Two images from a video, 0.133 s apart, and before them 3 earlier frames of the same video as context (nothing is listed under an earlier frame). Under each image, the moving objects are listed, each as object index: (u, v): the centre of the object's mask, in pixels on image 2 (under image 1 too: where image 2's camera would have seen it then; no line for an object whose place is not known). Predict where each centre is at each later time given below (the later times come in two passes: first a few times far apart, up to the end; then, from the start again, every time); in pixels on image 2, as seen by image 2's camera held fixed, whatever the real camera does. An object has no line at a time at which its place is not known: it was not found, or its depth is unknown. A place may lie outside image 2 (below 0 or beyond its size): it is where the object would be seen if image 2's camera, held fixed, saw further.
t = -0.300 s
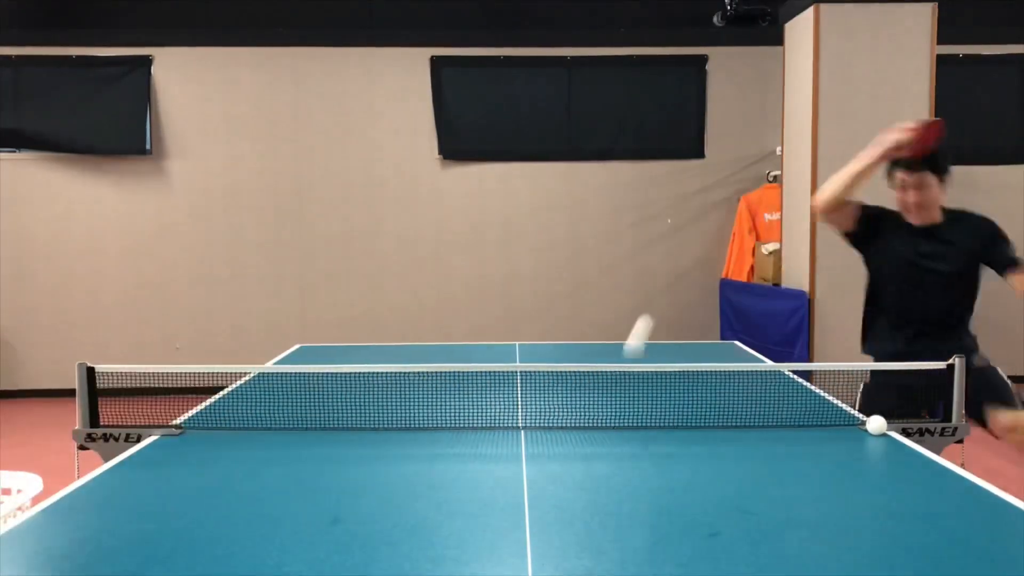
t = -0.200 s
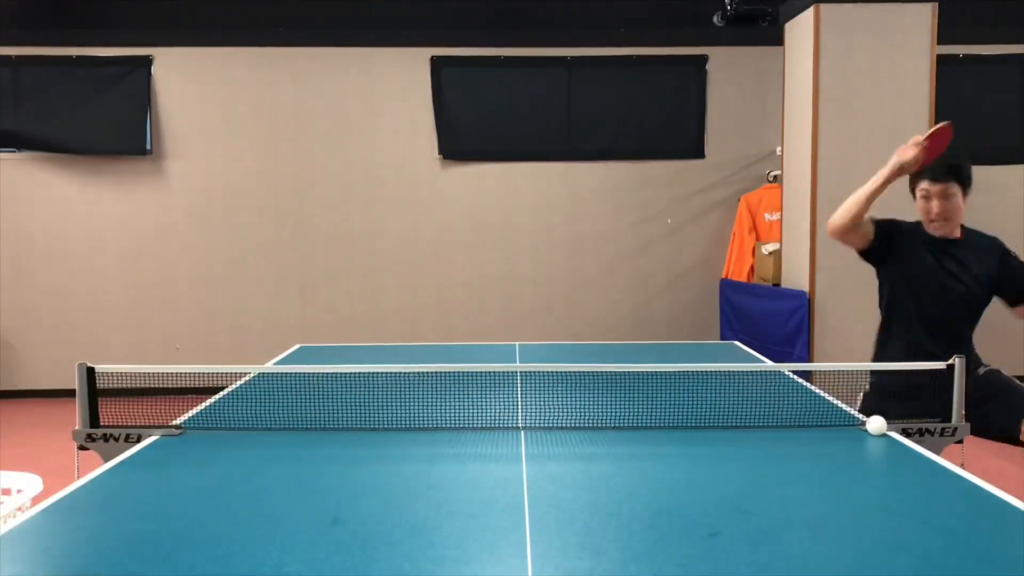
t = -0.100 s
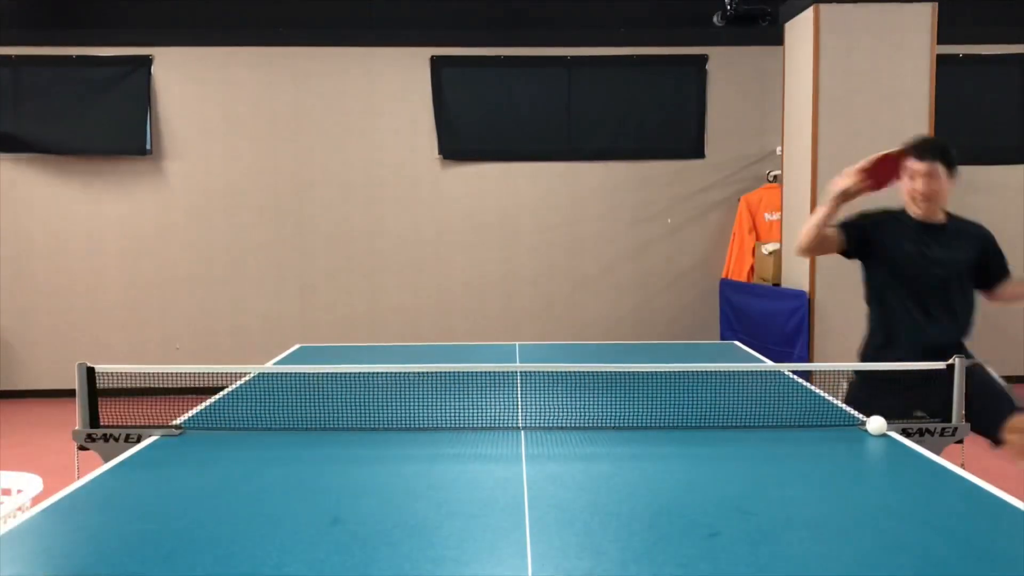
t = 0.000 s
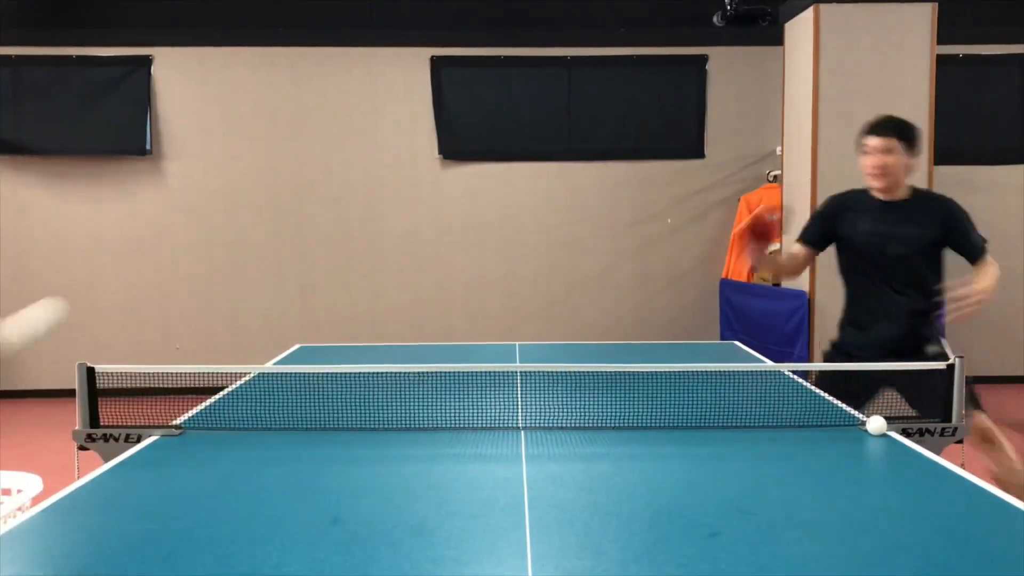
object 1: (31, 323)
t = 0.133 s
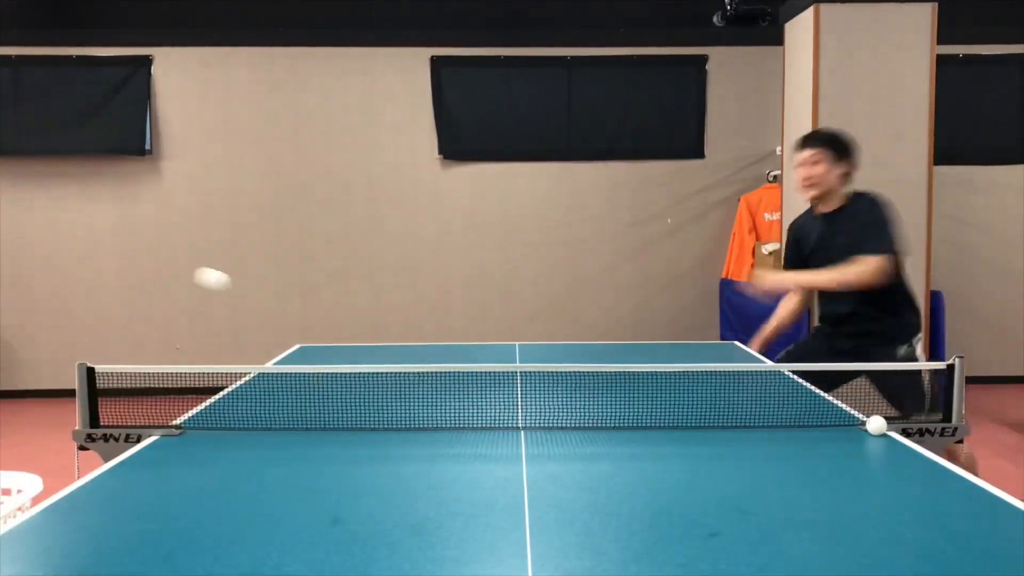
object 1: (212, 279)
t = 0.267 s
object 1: (287, 337)
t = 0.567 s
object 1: (343, 254)
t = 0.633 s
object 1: (350, 264)
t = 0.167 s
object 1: (237, 288)
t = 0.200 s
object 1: (257, 302)
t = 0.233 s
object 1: (273, 319)
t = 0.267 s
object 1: (287, 337)
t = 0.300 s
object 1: (300, 355)
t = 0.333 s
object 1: (308, 328)
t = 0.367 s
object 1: (314, 303)
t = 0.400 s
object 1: (320, 284)
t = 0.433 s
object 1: (325, 270)
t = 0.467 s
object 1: (330, 261)
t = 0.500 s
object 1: (334, 255)
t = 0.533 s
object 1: (339, 253)
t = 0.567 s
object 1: (343, 254)
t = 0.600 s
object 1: (347, 258)
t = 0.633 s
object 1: (350, 264)
